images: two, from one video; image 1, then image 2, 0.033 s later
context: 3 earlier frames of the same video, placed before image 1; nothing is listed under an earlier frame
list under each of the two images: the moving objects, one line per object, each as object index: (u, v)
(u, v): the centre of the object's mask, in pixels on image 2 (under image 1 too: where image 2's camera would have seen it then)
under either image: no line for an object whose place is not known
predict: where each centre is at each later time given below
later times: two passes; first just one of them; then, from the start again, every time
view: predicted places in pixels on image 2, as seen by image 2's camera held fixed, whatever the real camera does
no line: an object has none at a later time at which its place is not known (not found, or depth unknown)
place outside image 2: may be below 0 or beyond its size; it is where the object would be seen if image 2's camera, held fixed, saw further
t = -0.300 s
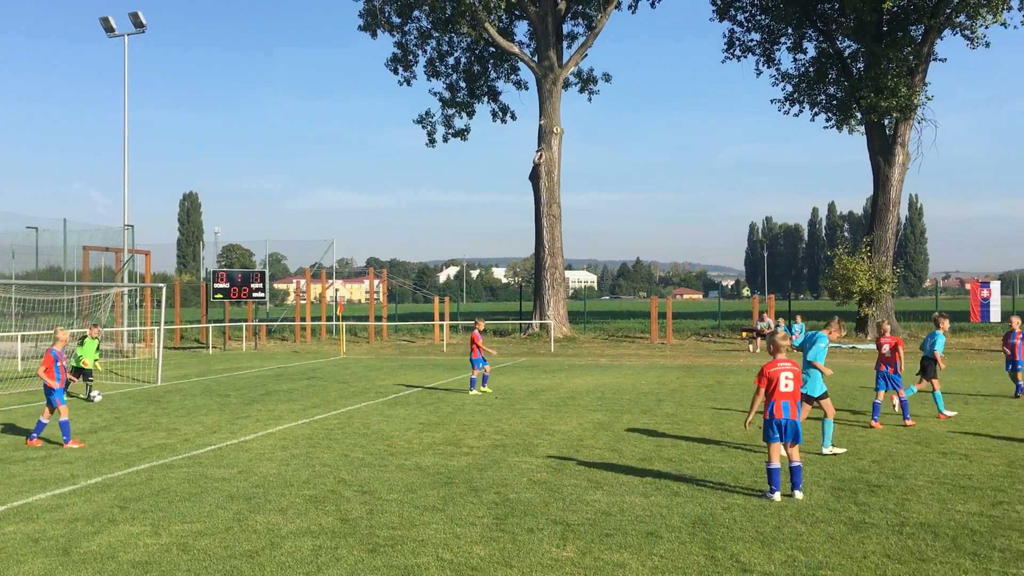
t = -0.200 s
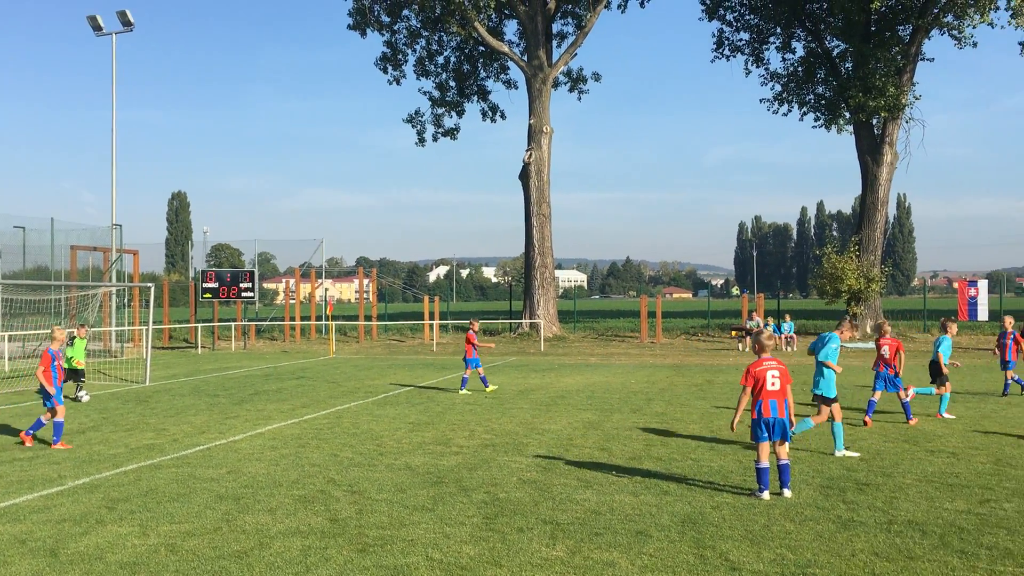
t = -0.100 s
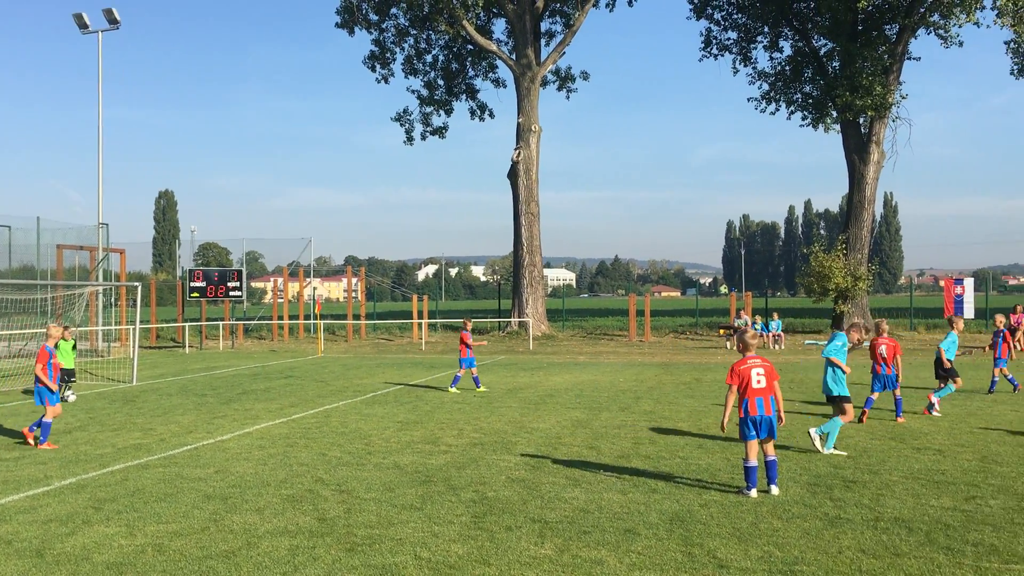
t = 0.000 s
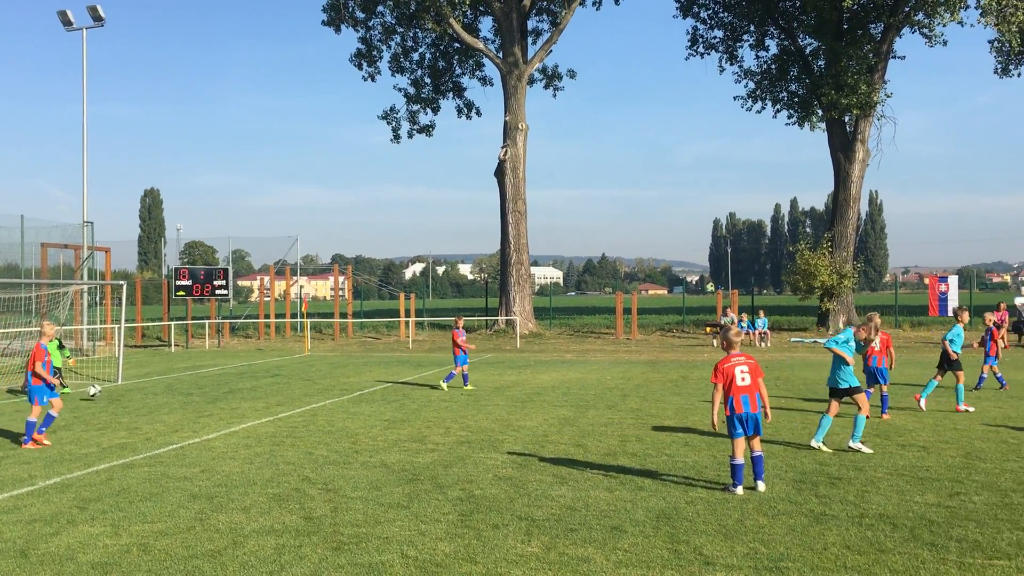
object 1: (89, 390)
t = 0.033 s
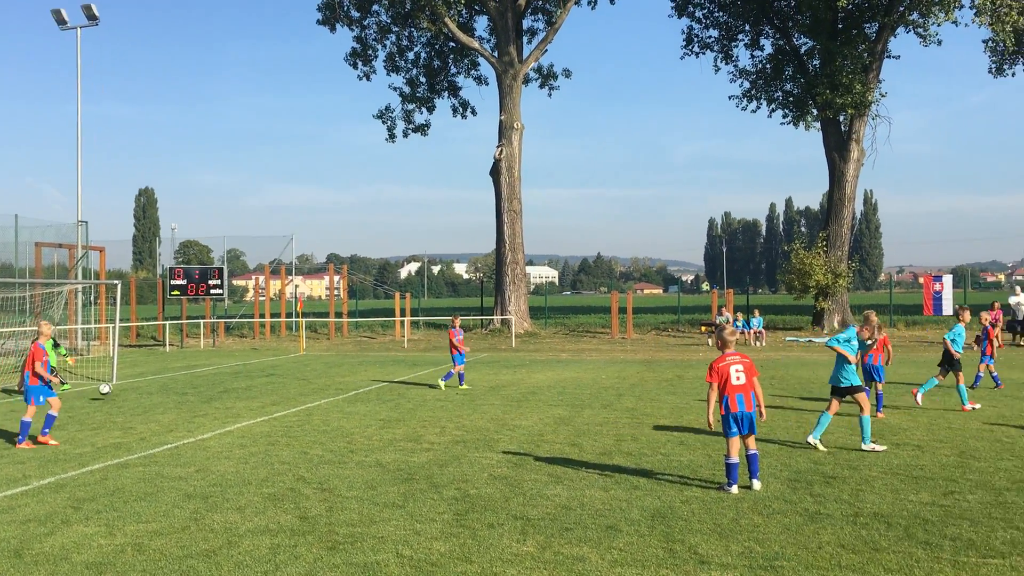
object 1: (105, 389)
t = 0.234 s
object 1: (203, 395)
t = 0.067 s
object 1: (121, 388)
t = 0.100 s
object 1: (138, 388)
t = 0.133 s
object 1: (154, 389)
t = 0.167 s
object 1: (171, 390)
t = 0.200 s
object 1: (187, 393)
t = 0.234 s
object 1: (203, 395)
